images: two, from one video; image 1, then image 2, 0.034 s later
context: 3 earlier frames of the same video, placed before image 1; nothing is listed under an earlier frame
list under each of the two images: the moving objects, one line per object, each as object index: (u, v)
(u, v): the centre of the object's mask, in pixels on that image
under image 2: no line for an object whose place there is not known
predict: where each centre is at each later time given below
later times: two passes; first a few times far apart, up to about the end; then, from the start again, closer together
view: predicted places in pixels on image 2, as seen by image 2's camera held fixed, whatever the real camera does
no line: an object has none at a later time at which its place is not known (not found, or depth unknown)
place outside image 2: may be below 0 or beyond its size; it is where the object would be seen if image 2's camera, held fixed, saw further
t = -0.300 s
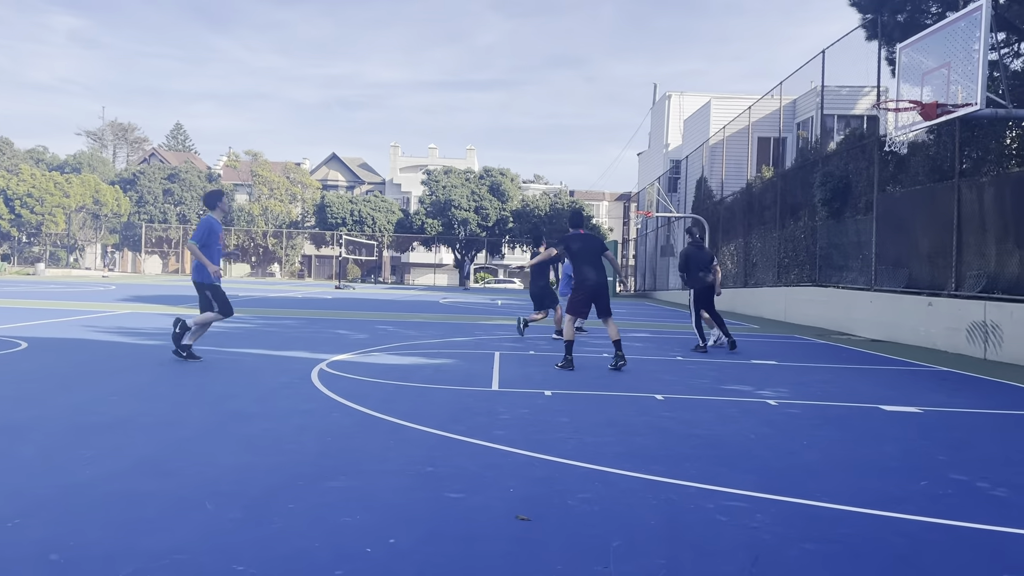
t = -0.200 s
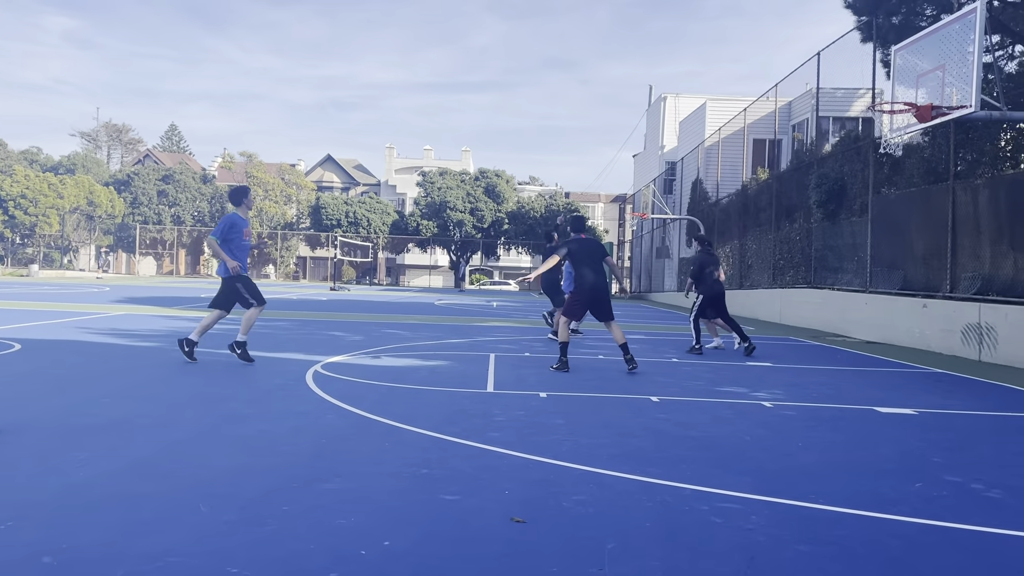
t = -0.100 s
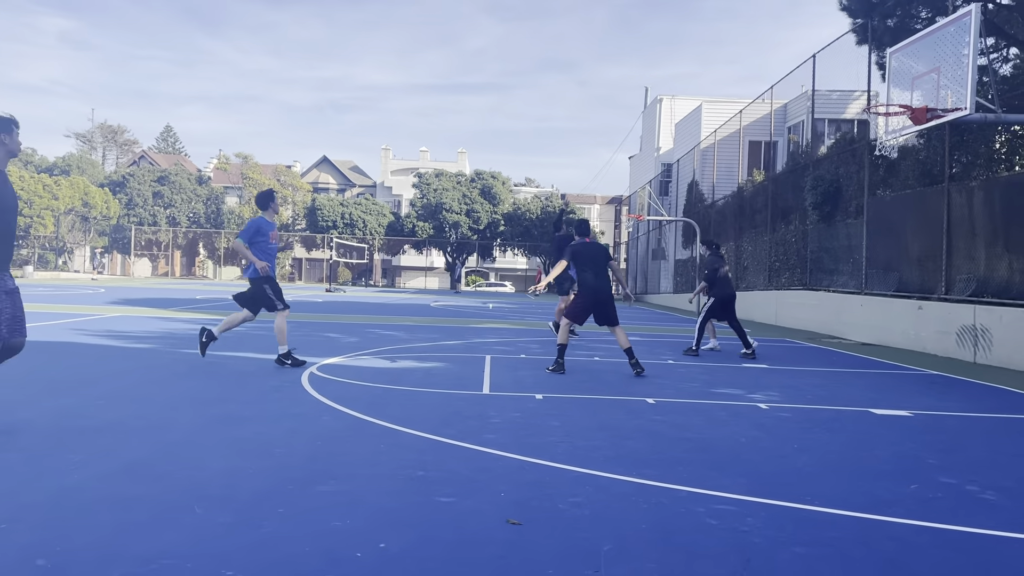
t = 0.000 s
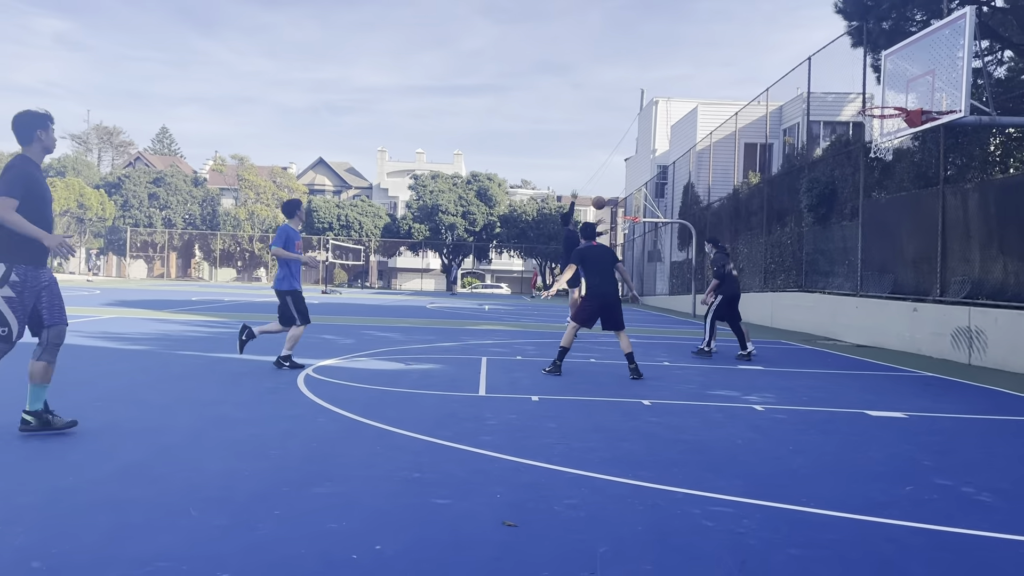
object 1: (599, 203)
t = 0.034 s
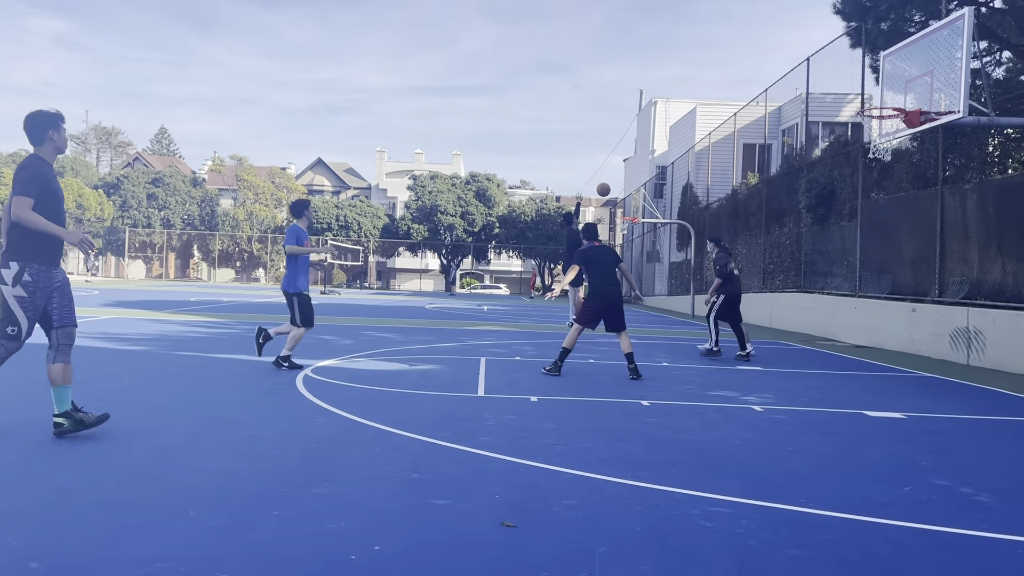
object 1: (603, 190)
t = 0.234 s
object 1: (641, 116)
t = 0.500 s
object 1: (696, 45)
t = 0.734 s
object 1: (751, 14)
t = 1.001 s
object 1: (825, 24)
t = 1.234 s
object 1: (901, 88)
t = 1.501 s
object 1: (901, 95)
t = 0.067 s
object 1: (609, 176)
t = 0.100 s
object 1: (616, 163)
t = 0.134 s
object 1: (622, 151)
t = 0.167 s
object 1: (628, 139)
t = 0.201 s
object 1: (634, 128)
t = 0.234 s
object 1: (641, 116)
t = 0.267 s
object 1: (647, 106)
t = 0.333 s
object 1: (661, 86)
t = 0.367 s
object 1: (668, 77)
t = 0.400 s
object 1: (675, 68)
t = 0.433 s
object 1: (682, 60)
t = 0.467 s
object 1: (689, 52)
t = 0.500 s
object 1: (696, 45)
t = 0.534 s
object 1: (704, 38)
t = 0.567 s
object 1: (711, 33)
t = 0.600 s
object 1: (719, 27)
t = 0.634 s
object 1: (727, 23)
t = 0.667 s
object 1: (735, 19)
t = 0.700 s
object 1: (743, 16)
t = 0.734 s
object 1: (751, 14)
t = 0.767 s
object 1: (760, 12)
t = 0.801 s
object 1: (768, 11)
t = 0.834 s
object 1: (777, 11)
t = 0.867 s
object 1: (787, 12)
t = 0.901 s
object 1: (796, 13)
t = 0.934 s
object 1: (805, 16)
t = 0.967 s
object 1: (815, 20)
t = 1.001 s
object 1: (825, 24)
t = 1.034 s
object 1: (835, 30)
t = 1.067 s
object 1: (846, 37)
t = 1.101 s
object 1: (856, 44)
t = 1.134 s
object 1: (867, 53)
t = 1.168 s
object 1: (878, 64)
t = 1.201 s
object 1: (889, 75)
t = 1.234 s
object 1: (901, 88)
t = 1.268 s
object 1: (913, 101)
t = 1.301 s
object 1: (915, 98)
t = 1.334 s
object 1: (913, 95)
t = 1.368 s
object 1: (911, 93)
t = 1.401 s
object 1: (908, 92)
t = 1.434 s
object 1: (906, 92)
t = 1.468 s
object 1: (904, 93)
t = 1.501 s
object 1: (901, 95)
